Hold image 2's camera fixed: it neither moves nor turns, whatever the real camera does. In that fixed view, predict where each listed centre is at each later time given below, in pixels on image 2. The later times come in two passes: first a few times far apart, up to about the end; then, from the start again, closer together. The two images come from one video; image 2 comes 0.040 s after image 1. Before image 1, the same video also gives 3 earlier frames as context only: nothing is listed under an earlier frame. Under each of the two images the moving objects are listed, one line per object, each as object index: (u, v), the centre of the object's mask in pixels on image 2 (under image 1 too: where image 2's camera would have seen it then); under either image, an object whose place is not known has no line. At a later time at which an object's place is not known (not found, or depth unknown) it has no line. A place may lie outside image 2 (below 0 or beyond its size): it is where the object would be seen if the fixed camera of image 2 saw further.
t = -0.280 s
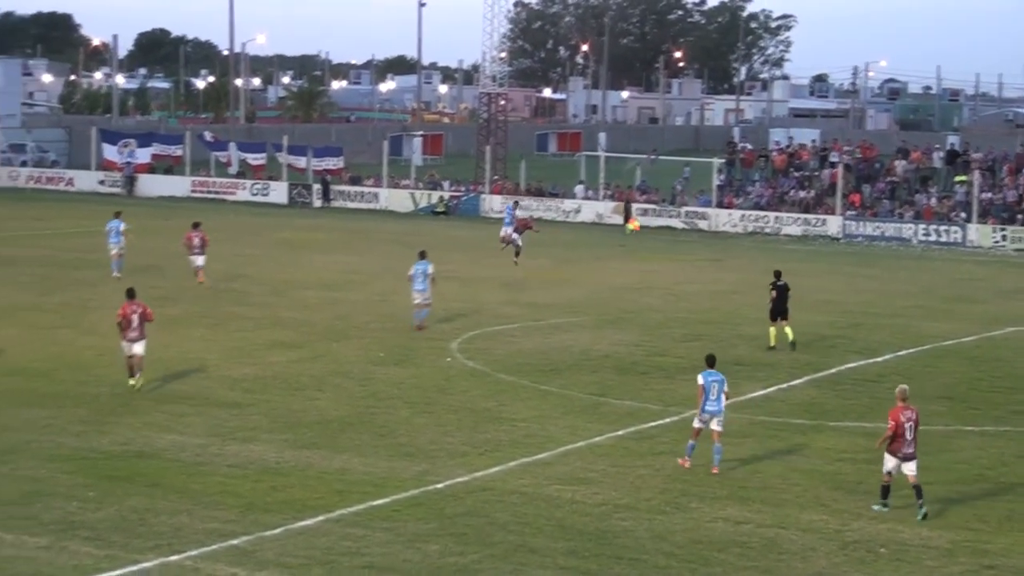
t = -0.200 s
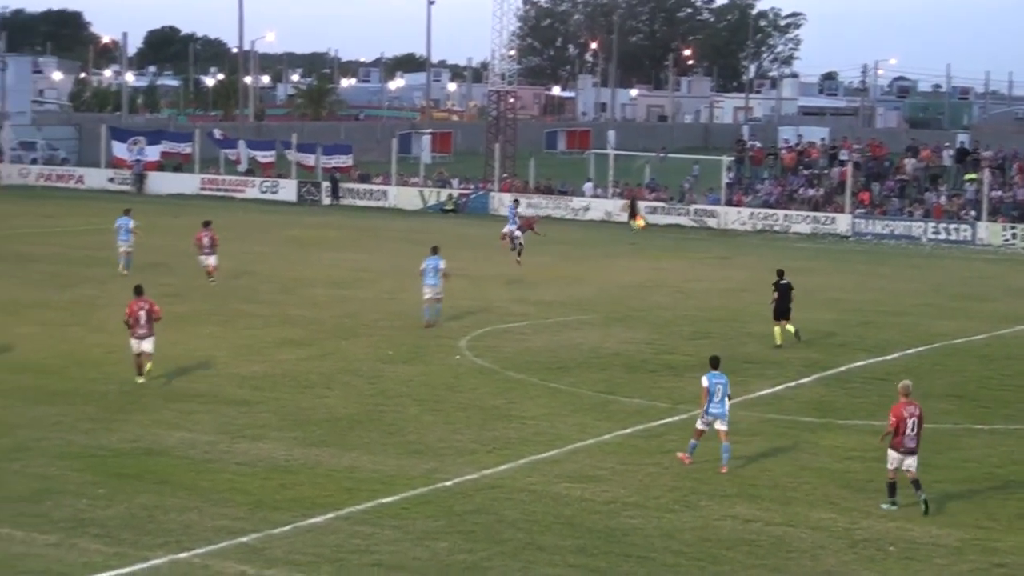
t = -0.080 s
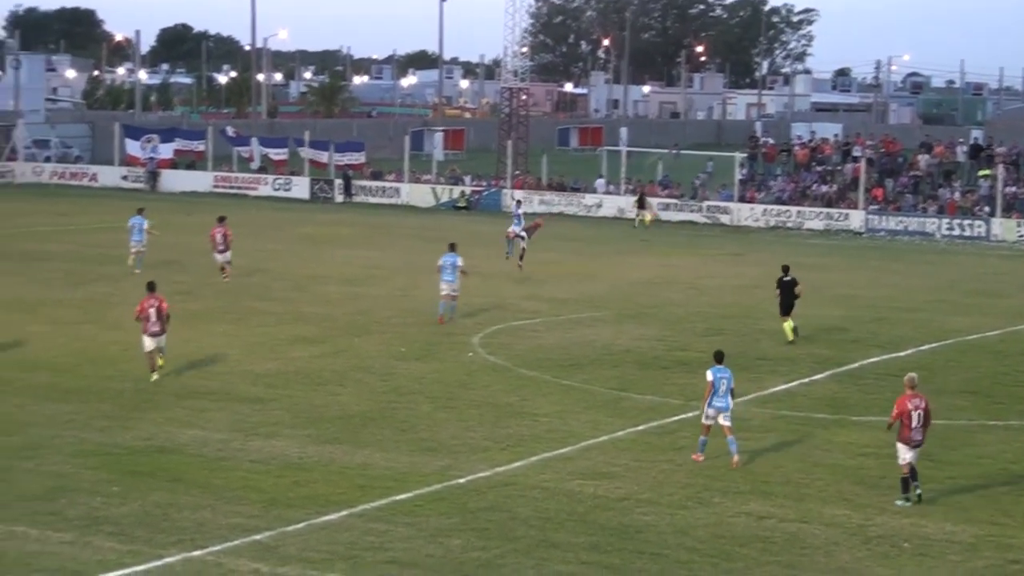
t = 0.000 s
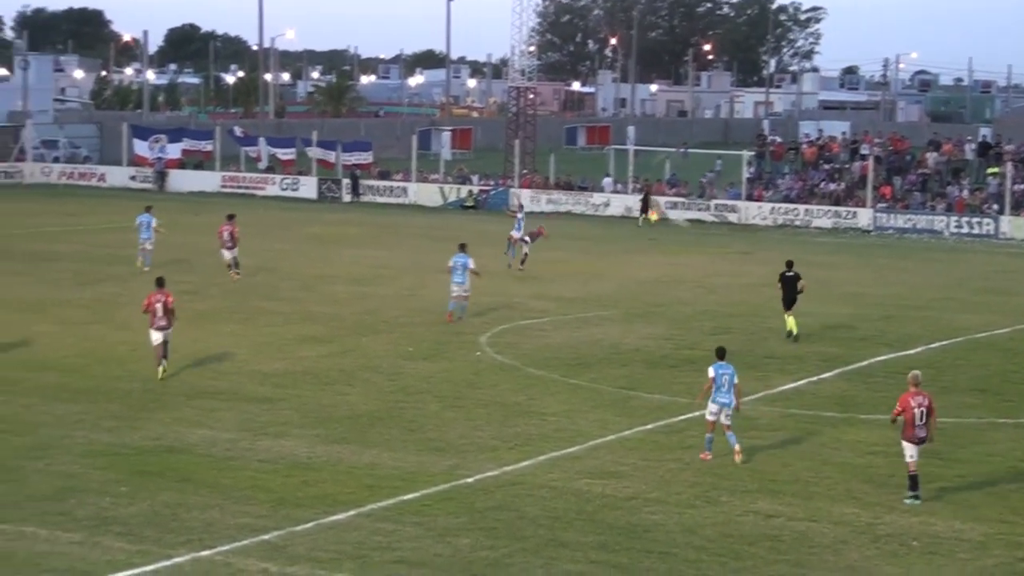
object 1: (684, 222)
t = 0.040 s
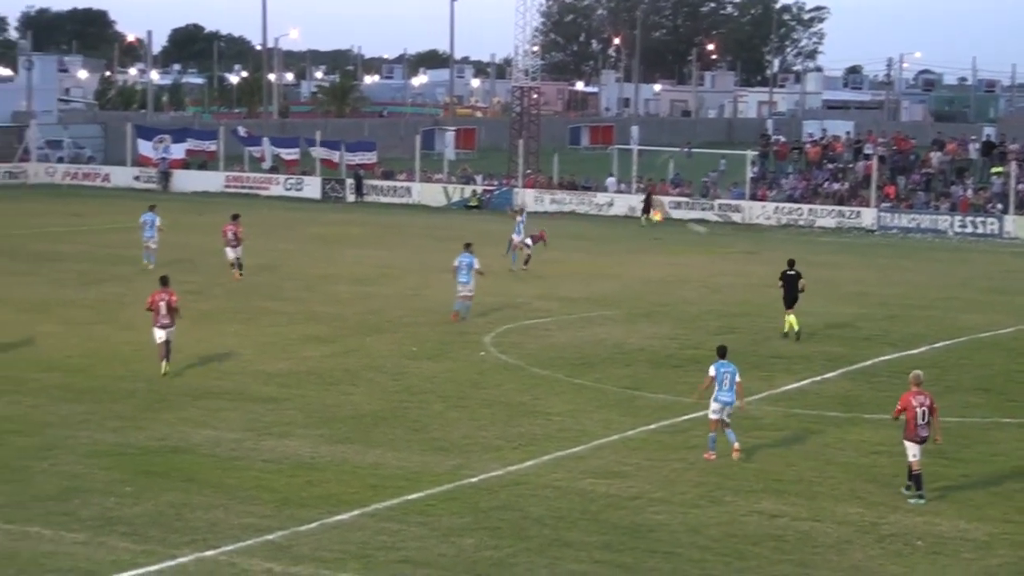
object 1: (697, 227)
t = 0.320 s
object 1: (800, 289)
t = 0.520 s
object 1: (854, 268)
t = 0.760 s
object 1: (918, 258)
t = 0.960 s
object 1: (975, 266)
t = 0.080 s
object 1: (712, 234)
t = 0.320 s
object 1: (800, 289)
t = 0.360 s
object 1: (813, 287)
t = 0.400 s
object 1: (822, 281)
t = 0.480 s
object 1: (843, 272)
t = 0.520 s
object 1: (854, 268)
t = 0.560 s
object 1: (864, 265)
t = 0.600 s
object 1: (875, 263)
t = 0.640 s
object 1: (885, 260)
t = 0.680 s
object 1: (896, 258)
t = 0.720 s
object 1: (907, 258)
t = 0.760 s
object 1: (918, 258)
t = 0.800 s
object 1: (930, 258)
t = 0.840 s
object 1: (941, 259)
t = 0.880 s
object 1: (952, 261)
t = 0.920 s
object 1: (963, 263)
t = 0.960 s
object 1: (975, 266)
